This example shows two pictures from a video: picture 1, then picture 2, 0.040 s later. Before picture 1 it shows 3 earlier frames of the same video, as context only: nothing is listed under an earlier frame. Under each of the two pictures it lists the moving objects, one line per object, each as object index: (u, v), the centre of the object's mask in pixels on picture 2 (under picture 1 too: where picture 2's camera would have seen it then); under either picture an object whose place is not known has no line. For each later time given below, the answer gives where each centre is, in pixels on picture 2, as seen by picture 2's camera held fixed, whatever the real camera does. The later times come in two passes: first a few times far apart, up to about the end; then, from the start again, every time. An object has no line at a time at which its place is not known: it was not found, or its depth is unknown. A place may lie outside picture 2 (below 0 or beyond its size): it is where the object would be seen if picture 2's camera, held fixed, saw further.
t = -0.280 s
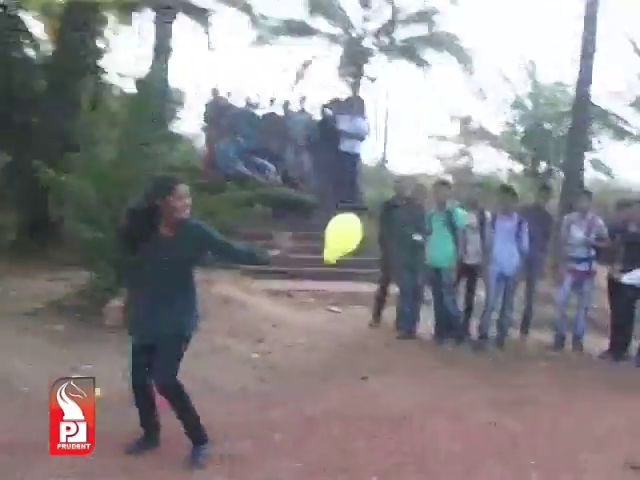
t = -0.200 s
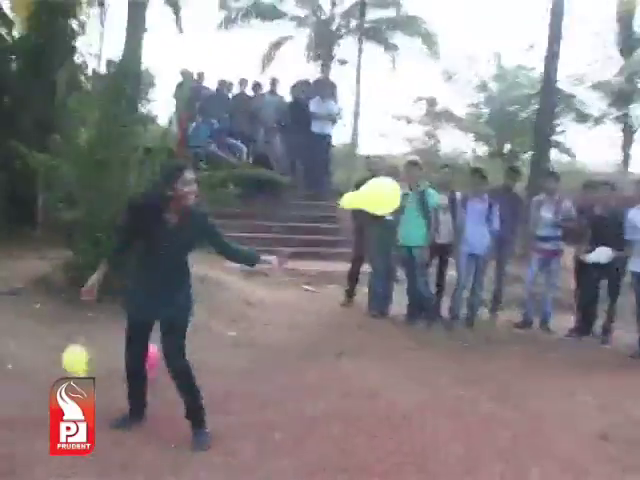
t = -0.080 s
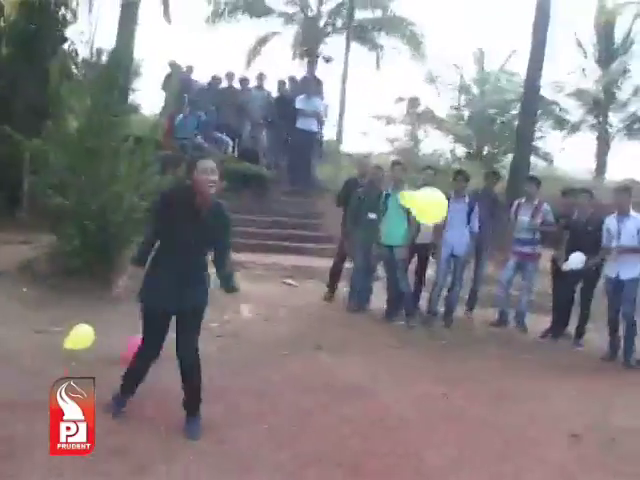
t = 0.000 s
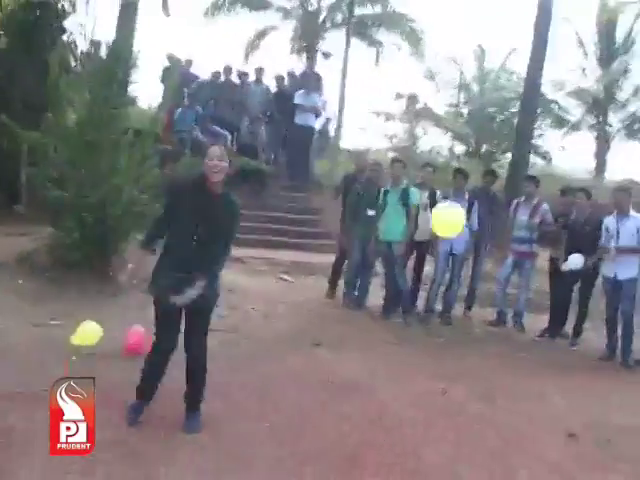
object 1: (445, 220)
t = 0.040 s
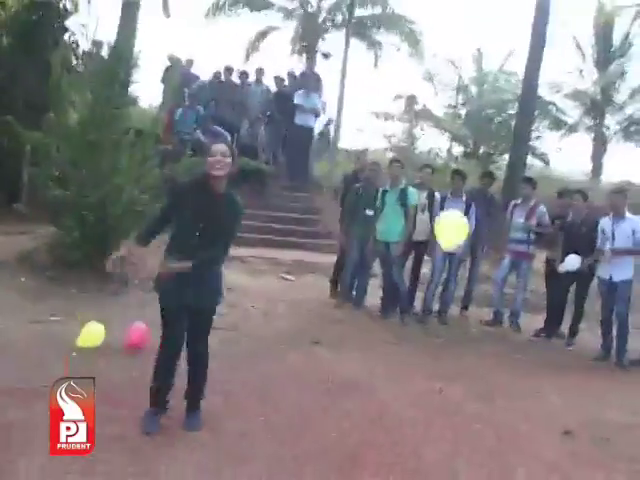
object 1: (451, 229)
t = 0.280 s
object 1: (474, 287)
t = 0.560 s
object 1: (494, 347)
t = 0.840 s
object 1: (516, 399)
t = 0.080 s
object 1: (457, 242)
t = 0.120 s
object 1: (463, 256)
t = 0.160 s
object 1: (466, 263)
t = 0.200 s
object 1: (469, 270)
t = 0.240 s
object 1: (472, 279)
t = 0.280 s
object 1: (474, 287)
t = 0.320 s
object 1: (477, 295)
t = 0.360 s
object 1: (480, 304)
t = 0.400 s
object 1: (483, 313)
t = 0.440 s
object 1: (485, 322)
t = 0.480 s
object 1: (488, 330)
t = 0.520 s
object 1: (491, 339)
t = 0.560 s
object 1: (494, 347)
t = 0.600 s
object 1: (497, 355)
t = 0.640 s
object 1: (499, 364)
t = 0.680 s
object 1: (503, 372)
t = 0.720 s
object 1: (506, 379)
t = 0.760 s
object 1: (509, 387)
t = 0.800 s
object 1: (513, 393)
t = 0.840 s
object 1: (516, 399)
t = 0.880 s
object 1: (520, 404)
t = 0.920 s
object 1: (522, 409)
